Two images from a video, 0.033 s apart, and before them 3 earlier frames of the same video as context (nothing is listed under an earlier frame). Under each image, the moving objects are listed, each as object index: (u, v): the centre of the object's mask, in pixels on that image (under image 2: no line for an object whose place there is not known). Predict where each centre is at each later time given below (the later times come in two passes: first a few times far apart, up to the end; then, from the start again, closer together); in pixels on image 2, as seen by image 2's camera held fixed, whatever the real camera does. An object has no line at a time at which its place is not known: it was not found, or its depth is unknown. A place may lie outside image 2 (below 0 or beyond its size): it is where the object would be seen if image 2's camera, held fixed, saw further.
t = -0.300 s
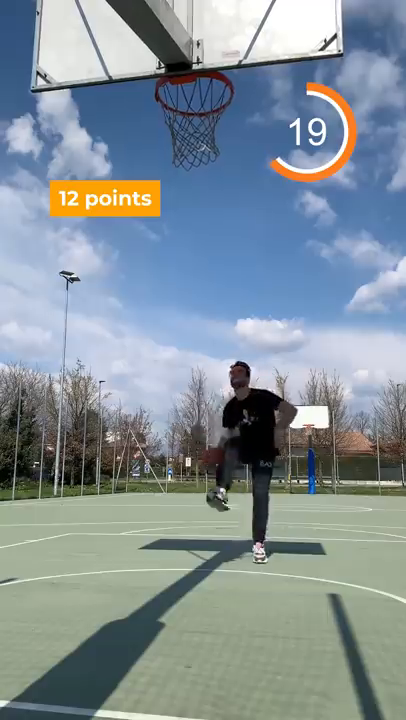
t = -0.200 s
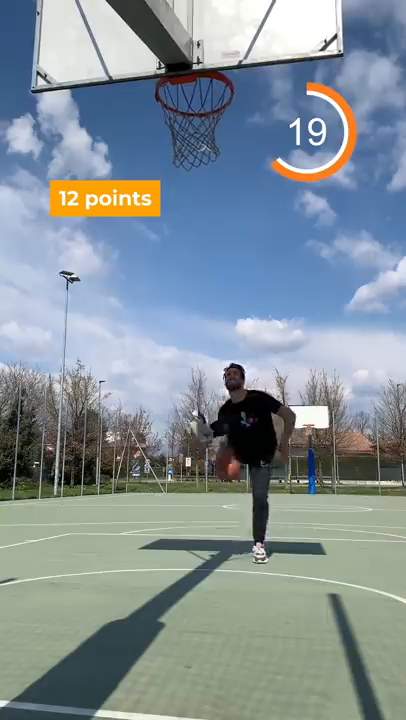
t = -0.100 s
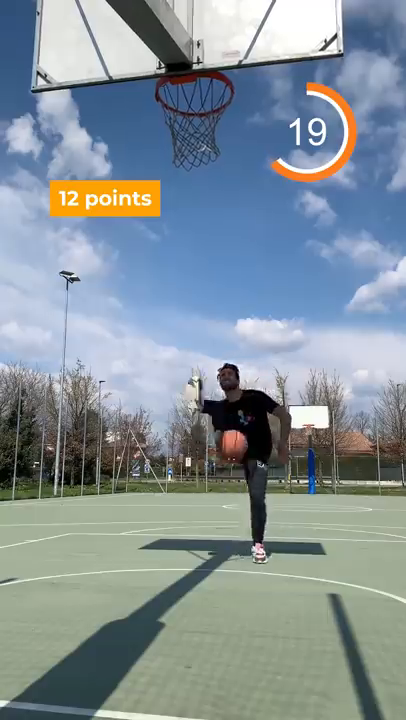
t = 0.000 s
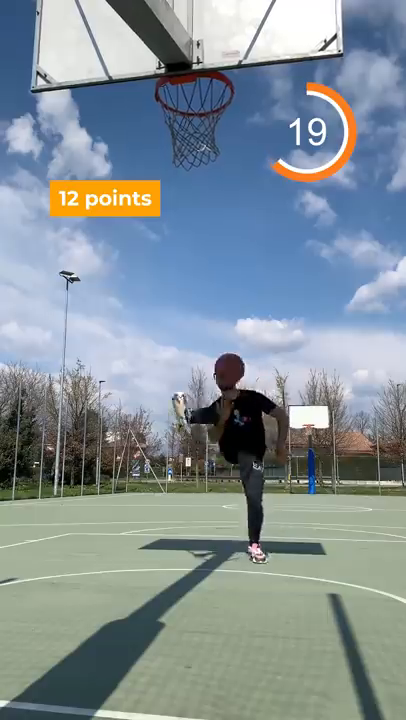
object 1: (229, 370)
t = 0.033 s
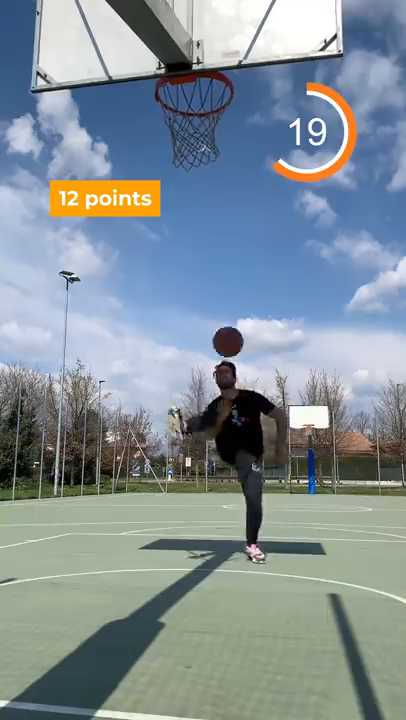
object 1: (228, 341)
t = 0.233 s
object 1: (218, 203)
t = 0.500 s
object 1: (202, 87)
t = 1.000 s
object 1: (178, 89)
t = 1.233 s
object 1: (202, 143)
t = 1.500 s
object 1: (217, 186)
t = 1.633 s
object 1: (223, 244)
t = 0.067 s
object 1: (226, 315)
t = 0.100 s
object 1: (224, 291)
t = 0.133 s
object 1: (223, 267)
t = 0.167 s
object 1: (221, 245)
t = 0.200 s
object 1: (219, 223)
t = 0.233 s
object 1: (218, 203)
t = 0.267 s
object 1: (216, 184)
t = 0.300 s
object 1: (214, 166)
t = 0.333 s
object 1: (213, 149)
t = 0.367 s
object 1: (214, 135)
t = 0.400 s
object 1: (208, 119)
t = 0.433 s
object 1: (206, 101)
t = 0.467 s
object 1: (205, 93)
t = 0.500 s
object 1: (202, 87)
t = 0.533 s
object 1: (200, 84)
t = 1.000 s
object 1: (178, 89)
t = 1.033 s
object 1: (182, 94)
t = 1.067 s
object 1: (185, 100)
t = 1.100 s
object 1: (188, 114)
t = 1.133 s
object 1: (191, 127)
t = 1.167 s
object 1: (195, 134)
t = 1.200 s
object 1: (199, 140)
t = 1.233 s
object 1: (202, 143)
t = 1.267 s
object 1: (206, 146)
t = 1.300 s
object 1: (208, 149)
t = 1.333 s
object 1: (210, 151)
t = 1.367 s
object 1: (212, 155)
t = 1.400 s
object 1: (214, 160)
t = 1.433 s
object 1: (215, 167)
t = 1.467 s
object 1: (216, 176)
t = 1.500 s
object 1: (217, 186)
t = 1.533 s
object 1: (219, 197)
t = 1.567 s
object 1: (220, 211)
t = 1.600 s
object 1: (221, 227)
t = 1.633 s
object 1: (223, 244)
